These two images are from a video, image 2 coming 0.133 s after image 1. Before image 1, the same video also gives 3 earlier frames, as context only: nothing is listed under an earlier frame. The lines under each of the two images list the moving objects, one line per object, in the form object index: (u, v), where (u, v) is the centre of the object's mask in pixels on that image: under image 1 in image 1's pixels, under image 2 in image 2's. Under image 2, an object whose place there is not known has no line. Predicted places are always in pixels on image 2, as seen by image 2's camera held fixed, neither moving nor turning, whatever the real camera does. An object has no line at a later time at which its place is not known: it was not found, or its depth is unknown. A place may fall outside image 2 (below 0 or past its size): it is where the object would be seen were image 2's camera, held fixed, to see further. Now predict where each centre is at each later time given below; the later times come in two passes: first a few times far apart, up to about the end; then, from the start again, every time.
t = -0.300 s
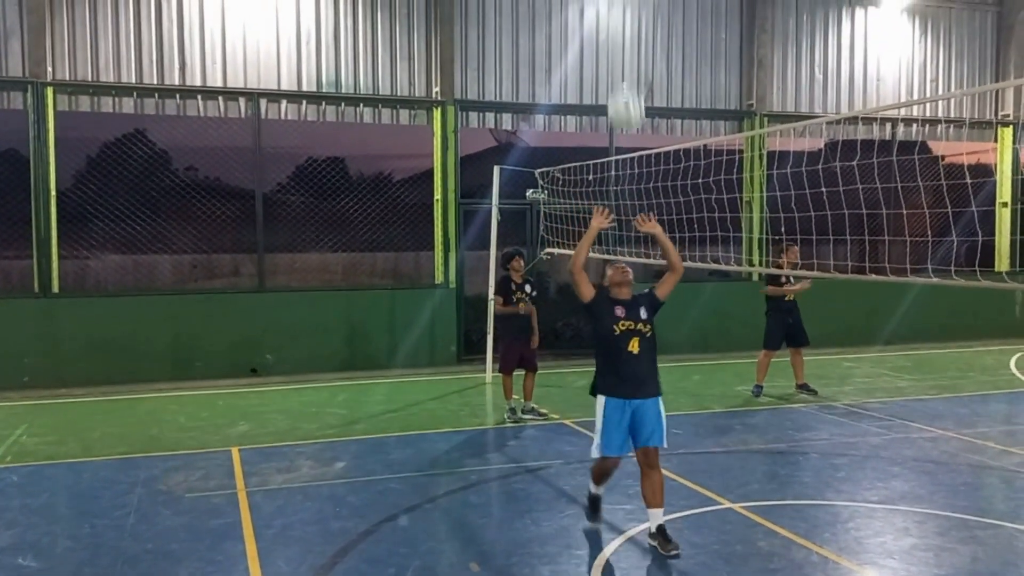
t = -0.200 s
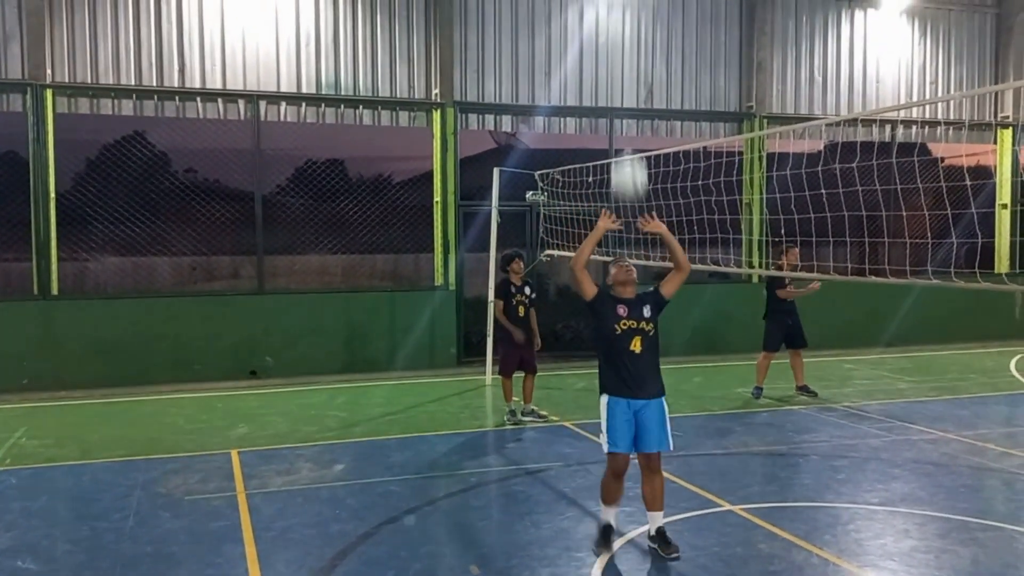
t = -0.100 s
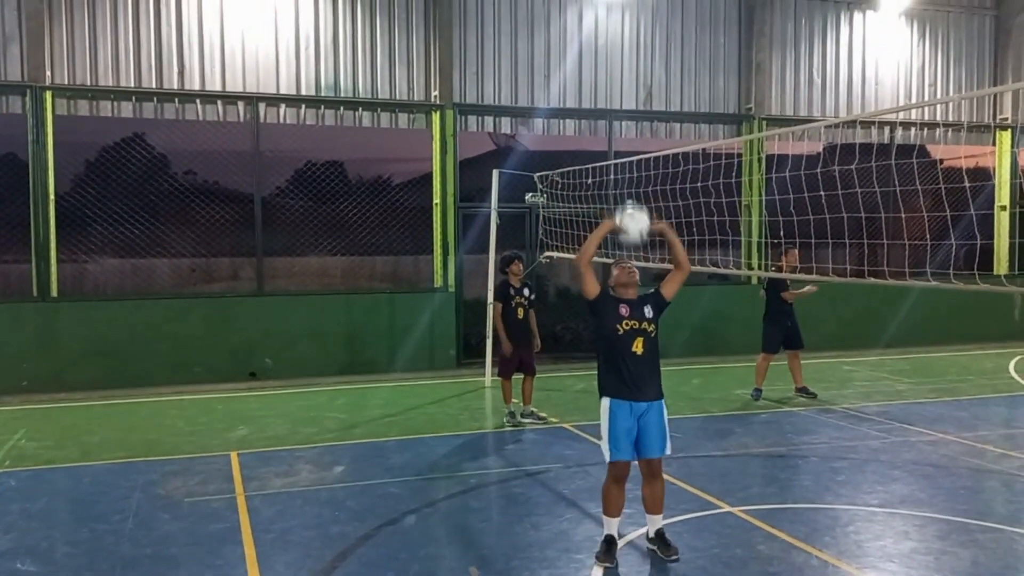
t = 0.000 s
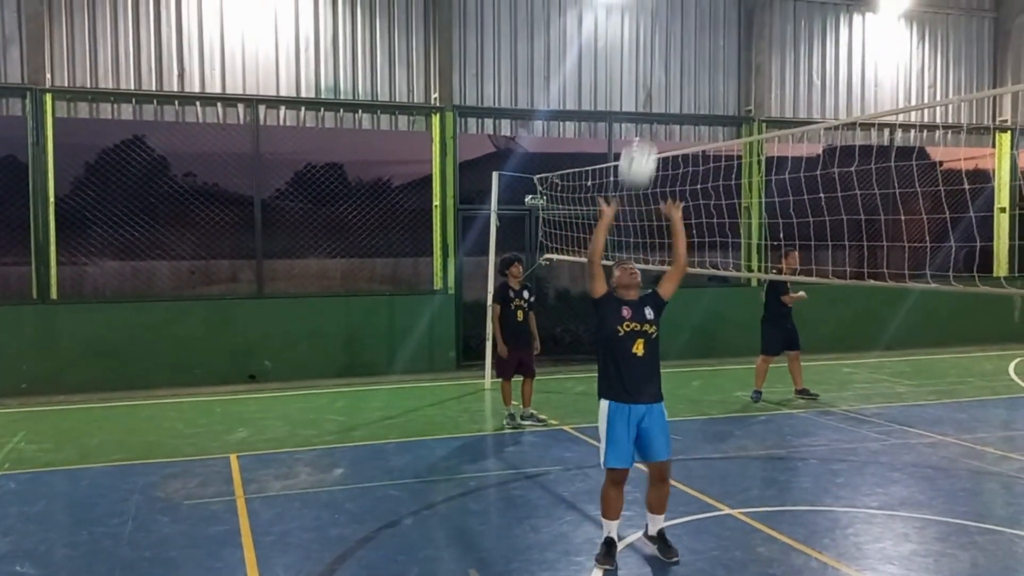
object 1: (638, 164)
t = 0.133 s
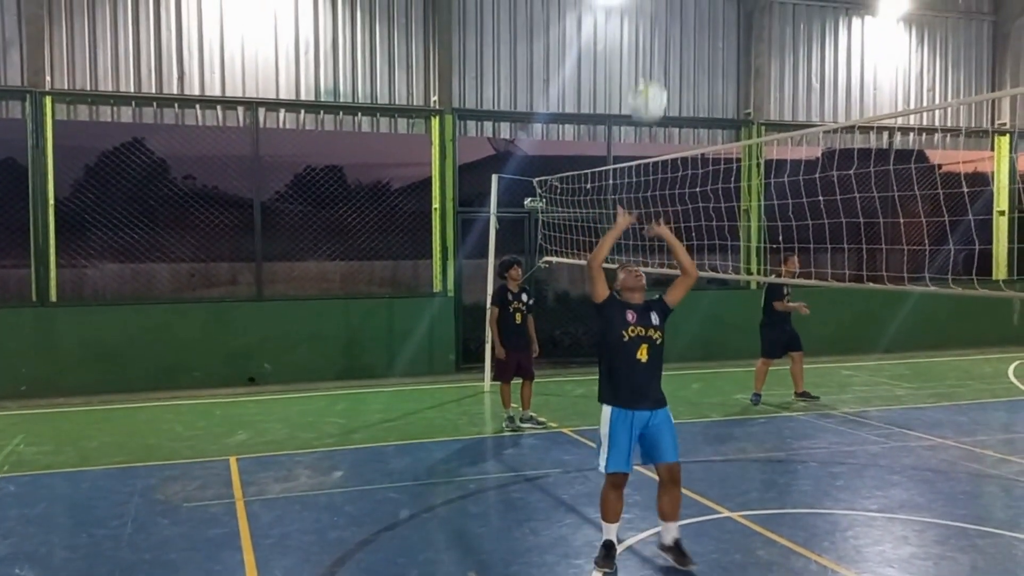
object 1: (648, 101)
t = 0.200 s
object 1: (652, 78)
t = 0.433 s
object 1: (669, 65)
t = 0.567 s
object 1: (678, 103)
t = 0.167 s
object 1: (650, 89)
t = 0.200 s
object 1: (652, 78)
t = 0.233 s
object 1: (655, 71)
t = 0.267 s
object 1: (657, 65)
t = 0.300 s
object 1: (659, 61)
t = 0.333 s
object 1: (661, 59)
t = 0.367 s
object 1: (664, 59)
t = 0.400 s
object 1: (666, 61)
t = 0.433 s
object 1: (669, 65)
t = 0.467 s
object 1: (671, 70)
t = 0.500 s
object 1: (673, 78)
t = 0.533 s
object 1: (676, 88)
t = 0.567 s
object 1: (678, 103)
